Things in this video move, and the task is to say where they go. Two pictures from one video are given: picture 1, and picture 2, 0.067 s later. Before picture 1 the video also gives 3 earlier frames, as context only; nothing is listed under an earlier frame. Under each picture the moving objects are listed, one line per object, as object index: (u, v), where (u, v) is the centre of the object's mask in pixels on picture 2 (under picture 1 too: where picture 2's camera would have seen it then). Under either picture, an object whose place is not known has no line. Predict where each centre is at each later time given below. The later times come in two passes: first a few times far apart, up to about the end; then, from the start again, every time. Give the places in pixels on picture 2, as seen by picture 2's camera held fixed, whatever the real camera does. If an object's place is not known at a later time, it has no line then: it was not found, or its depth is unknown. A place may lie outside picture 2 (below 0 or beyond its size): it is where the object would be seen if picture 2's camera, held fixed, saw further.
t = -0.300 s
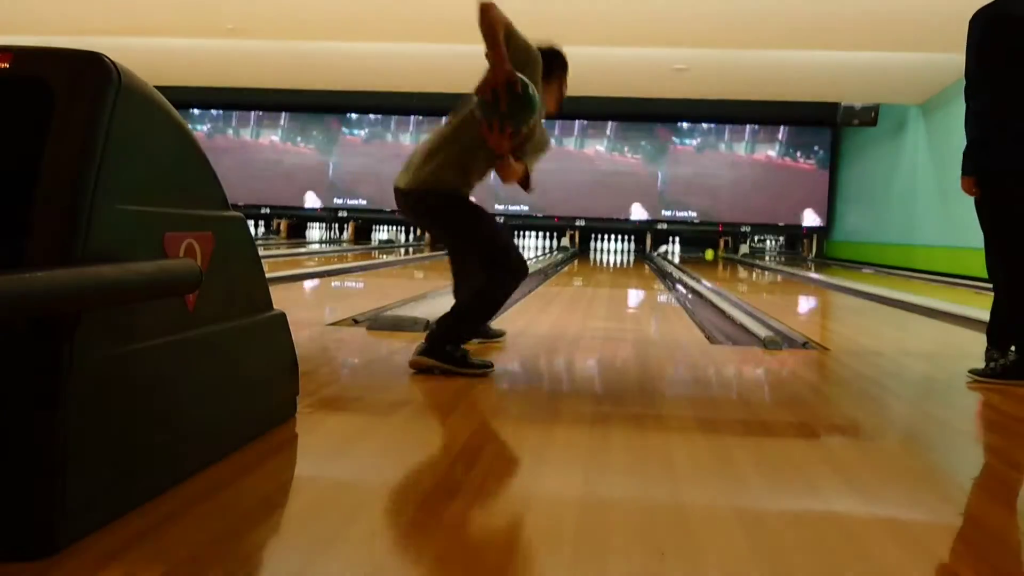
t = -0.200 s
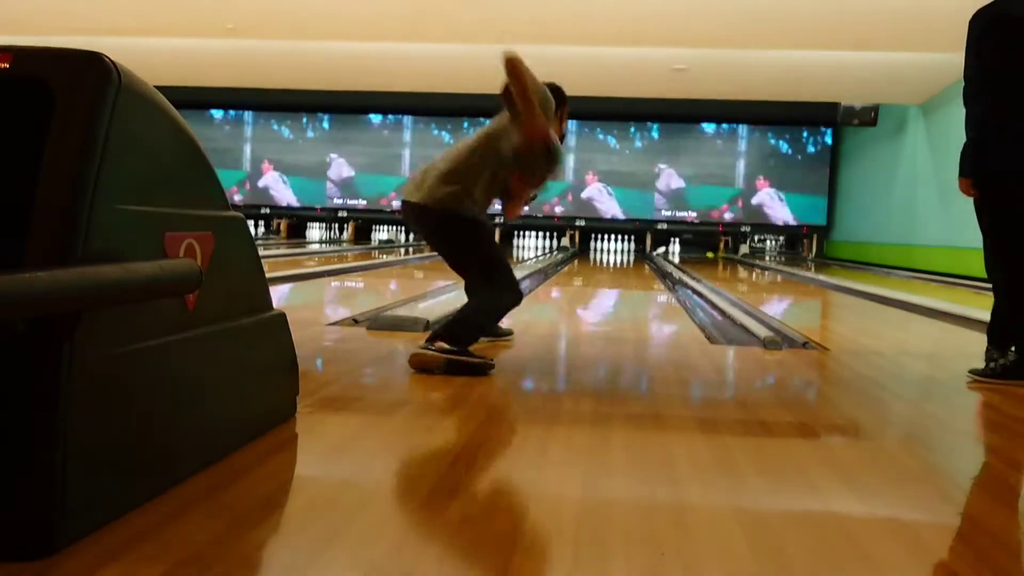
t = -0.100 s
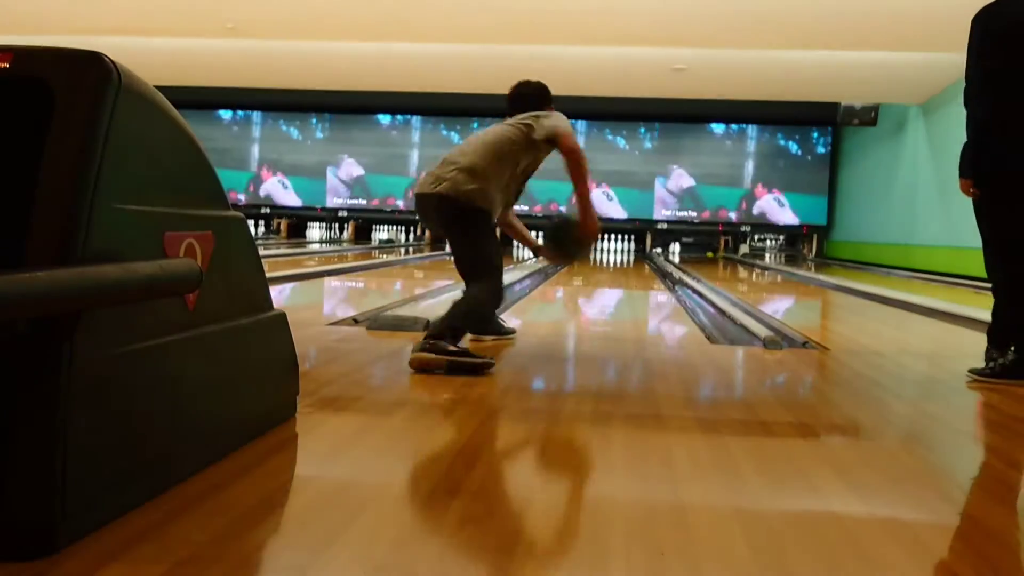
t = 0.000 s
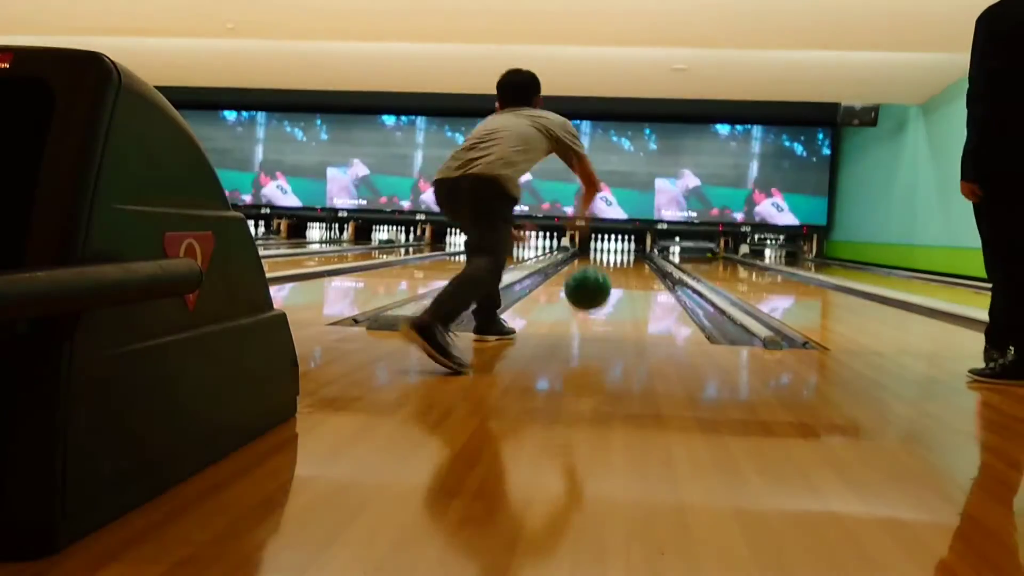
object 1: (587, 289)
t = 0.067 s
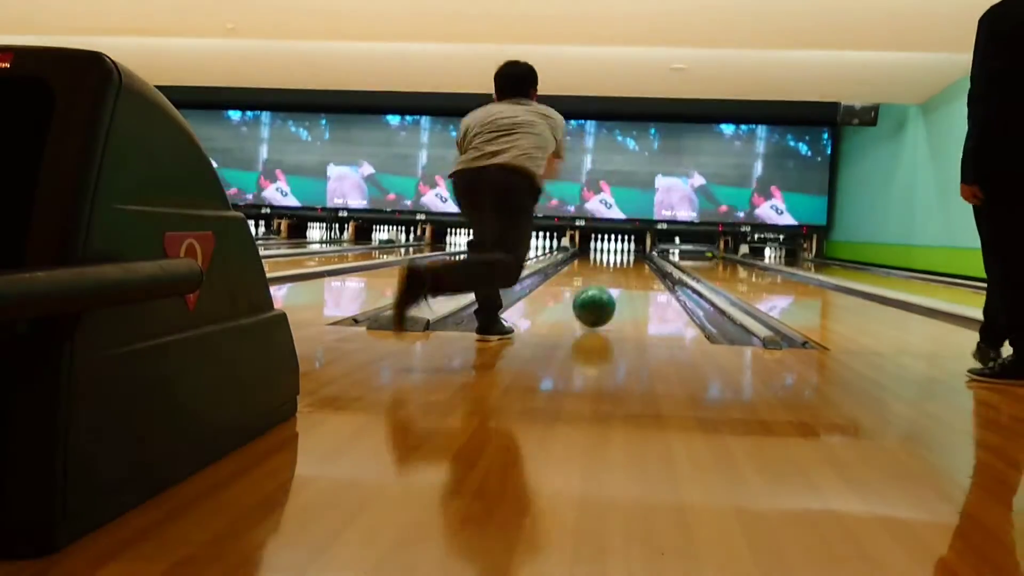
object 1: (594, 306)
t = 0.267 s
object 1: (609, 293)
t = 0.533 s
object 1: (619, 288)
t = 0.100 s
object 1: (597, 301)
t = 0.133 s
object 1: (600, 296)
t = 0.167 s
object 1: (603, 296)
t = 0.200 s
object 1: (605, 296)
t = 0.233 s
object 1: (608, 295)
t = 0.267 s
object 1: (609, 293)
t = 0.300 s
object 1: (612, 292)
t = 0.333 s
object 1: (614, 290)
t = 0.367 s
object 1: (617, 289)
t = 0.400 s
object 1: (617, 292)
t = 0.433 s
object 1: (617, 291)
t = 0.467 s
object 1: (617, 289)
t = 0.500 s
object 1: (618, 288)
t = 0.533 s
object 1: (619, 288)
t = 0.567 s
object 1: (620, 286)
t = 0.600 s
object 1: (621, 285)
